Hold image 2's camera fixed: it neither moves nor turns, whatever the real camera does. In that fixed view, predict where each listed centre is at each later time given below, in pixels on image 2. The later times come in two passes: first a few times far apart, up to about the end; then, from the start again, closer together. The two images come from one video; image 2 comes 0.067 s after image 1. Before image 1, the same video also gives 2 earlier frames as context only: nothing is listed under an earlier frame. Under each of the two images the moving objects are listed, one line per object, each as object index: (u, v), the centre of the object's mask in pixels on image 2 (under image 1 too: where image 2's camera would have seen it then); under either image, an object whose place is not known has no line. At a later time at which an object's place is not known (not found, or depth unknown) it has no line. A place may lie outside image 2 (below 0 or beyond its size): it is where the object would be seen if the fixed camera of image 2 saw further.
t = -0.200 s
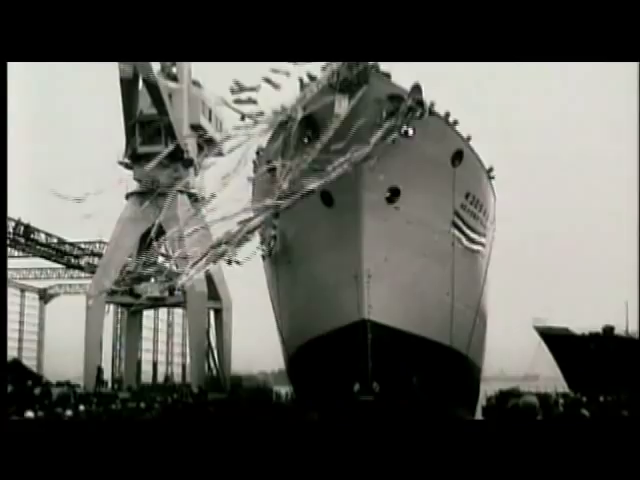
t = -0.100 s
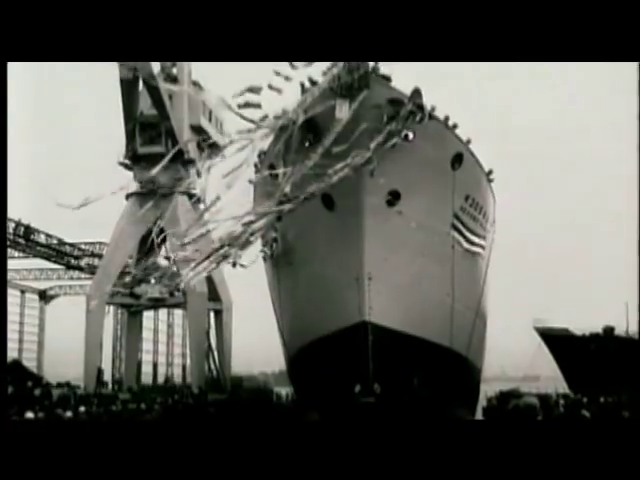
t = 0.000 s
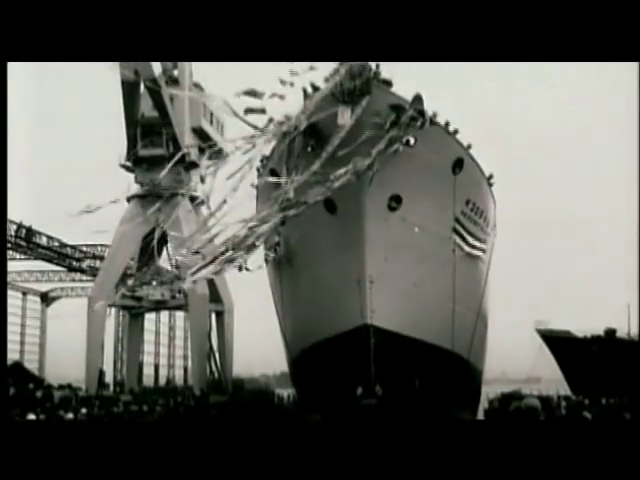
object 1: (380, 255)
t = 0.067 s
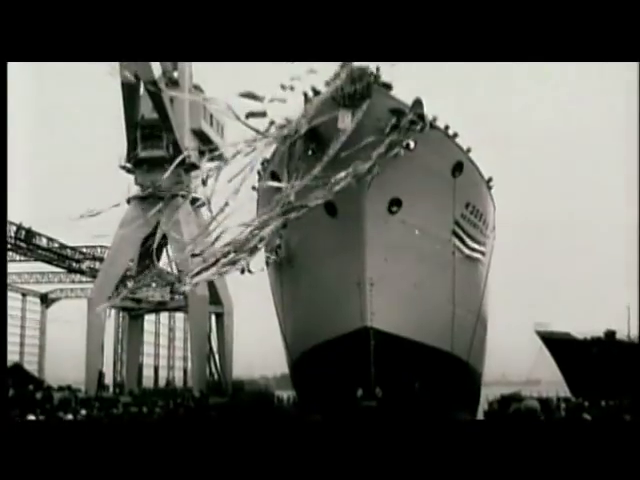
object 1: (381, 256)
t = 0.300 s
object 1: (381, 259)
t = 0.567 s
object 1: (380, 263)
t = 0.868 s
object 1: (382, 269)
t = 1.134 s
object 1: (383, 274)
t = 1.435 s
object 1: (383, 277)
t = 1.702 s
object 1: (383, 281)
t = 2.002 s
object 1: (384, 286)
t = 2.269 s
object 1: (386, 291)
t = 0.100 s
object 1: (381, 256)
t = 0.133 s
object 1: (381, 256)
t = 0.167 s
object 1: (382, 258)
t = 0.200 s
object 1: (383, 258)
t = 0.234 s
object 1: (381, 259)
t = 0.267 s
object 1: (382, 260)
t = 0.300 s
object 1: (381, 259)
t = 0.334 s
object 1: (381, 260)
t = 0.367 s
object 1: (381, 260)
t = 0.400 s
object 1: (381, 261)
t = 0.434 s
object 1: (382, 262)
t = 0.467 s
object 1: (382, 263)
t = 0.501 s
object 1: (382, 264)
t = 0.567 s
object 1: (380, 263)
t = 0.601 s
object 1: (383, 266)
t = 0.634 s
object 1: (382, 265)
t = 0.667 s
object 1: (382, 266)
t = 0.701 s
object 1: (381, 266)
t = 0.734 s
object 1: (381, 267)
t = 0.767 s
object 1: (382, 268)
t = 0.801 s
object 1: (382, 269)
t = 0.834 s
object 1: (382, 270)
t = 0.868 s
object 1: (382, 269)
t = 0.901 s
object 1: (382, 270)
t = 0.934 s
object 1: (382, 271)
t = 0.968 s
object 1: (382, 271)
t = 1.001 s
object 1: (382, 272)
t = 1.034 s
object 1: (382, 271)
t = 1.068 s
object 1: (382, 272)
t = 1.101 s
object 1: (383, 273)
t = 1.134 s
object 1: (383, 274)
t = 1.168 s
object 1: (382, 272)
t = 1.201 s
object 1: (383, 273)
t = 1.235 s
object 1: (384, 276)
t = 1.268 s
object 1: (384, 275)
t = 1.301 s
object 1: (384, 277)
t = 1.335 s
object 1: (384, 278)
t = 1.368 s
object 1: (385, 278)
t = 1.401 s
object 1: (384, 278)
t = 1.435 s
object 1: (383, 277)
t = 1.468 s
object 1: (384, 278)
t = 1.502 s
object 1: (384, 279)
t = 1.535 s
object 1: (384, 280)
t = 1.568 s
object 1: (384, 280)
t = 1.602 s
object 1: (384, 279)
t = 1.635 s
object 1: (384, 281)
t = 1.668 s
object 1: (384, 281)
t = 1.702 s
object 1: (383, 281)
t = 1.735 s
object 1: (383, 281)
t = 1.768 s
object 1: (383, 282)
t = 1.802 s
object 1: (383, 282)
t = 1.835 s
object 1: (383, 282)
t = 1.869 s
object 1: (384, 284)
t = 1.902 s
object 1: (385, 285)
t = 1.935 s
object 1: (385, 285)
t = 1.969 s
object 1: (384, 285)
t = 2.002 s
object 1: (384, 286)
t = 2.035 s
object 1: (384, 287)
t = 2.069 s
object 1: (384, 287)
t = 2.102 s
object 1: (385, 288)
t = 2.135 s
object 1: (384, 287)
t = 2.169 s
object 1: (385, 288)
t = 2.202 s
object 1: (383, 287)
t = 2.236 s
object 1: (386, 291)
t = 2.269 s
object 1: (386, 291)
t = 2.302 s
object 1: (384, 289)
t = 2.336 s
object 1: (385, 290)
